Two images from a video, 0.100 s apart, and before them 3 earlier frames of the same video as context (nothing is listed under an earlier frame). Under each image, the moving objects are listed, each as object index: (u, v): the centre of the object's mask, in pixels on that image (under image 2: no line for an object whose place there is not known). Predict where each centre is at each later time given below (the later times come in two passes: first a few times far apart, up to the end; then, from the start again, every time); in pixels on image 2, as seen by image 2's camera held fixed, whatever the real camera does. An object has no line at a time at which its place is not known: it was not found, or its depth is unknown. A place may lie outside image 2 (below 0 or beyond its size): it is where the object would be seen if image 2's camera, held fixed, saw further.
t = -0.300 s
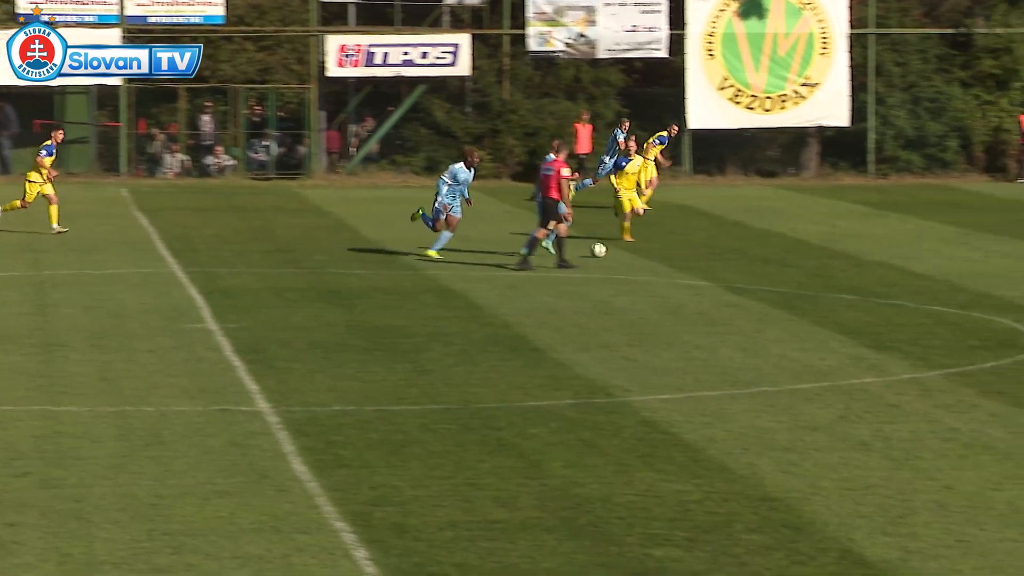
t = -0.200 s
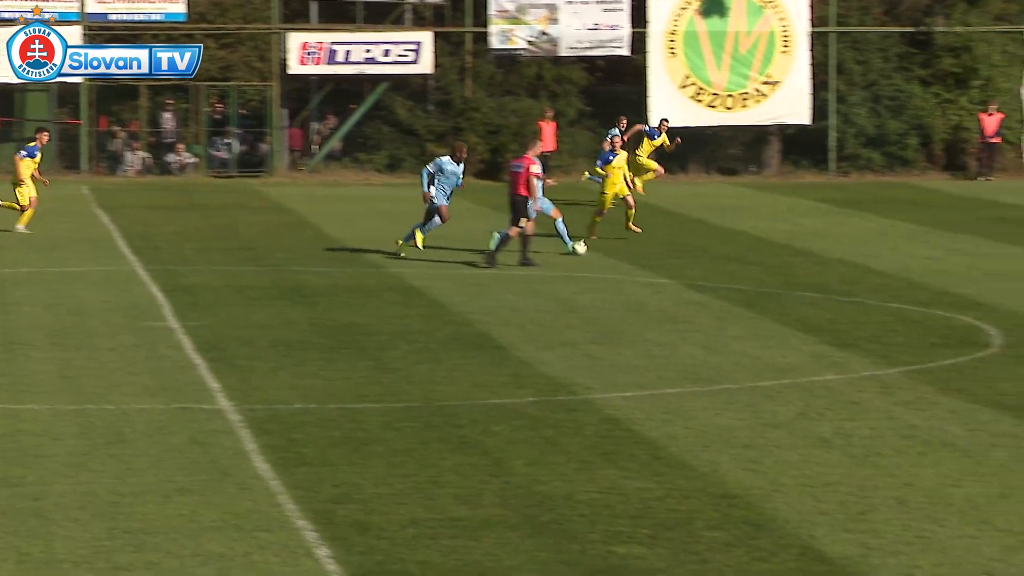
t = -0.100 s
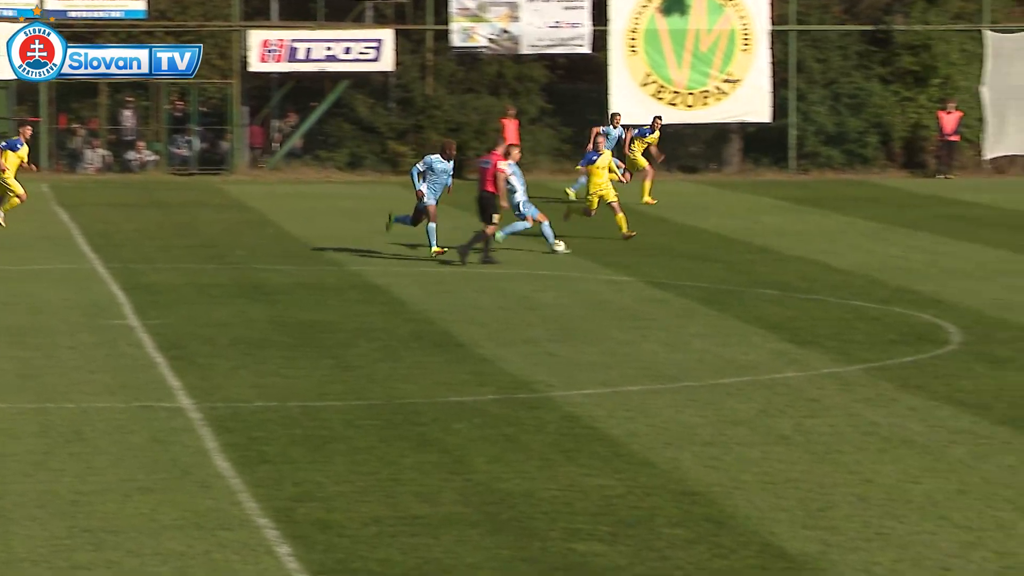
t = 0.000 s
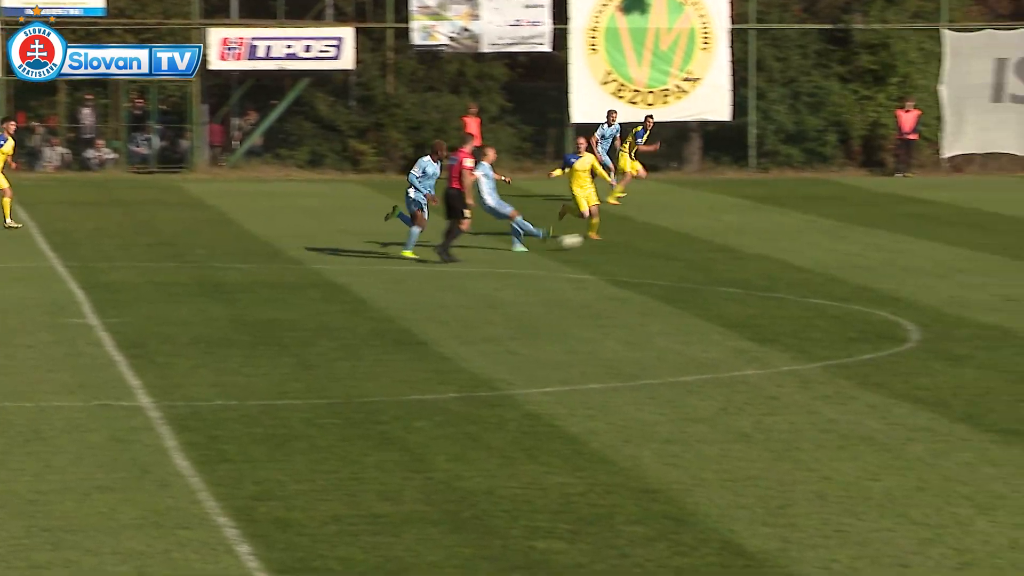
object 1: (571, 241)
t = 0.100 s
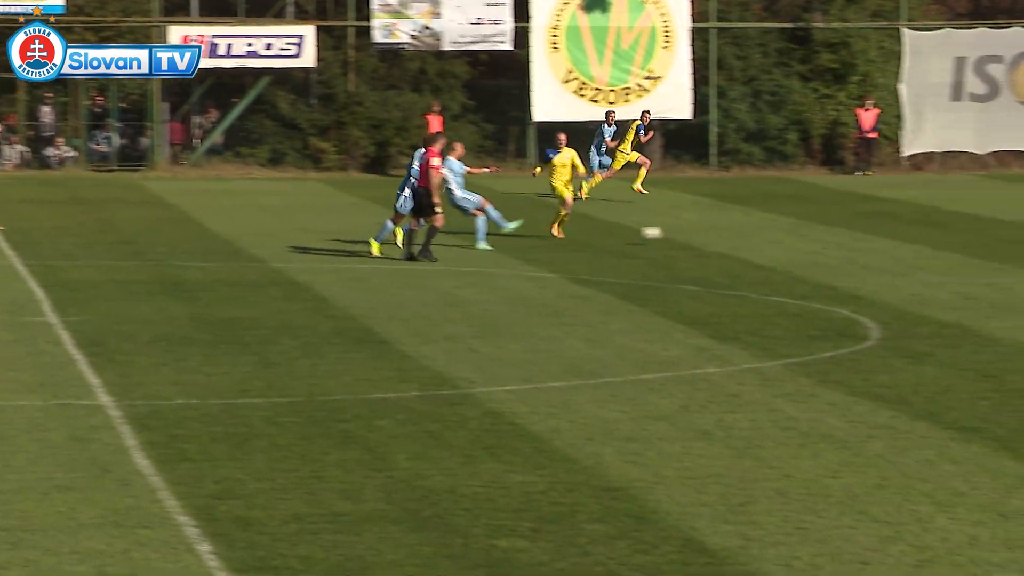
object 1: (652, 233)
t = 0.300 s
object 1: (849, 223)
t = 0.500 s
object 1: (1006, 221)
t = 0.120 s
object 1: (674, 233)
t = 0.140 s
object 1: (696, 234)
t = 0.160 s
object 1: (718, 235)
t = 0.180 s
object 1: (738, 235)
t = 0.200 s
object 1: (758, 233)
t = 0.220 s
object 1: (777, 230)
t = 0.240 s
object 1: (795, 228)
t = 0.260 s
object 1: (813, 226)
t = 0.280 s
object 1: (831, 224)
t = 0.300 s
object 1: (849, 223)
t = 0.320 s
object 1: (866, 223)
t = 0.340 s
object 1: (882, 223)
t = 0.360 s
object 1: (898, 222)
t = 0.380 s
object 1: (914, 223)
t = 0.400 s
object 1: (930, 224)
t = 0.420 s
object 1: (947, 225)
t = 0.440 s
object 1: (963, 226)
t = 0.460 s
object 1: (978, 225)
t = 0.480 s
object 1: (991, 223)
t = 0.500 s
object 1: (1006, 221)
